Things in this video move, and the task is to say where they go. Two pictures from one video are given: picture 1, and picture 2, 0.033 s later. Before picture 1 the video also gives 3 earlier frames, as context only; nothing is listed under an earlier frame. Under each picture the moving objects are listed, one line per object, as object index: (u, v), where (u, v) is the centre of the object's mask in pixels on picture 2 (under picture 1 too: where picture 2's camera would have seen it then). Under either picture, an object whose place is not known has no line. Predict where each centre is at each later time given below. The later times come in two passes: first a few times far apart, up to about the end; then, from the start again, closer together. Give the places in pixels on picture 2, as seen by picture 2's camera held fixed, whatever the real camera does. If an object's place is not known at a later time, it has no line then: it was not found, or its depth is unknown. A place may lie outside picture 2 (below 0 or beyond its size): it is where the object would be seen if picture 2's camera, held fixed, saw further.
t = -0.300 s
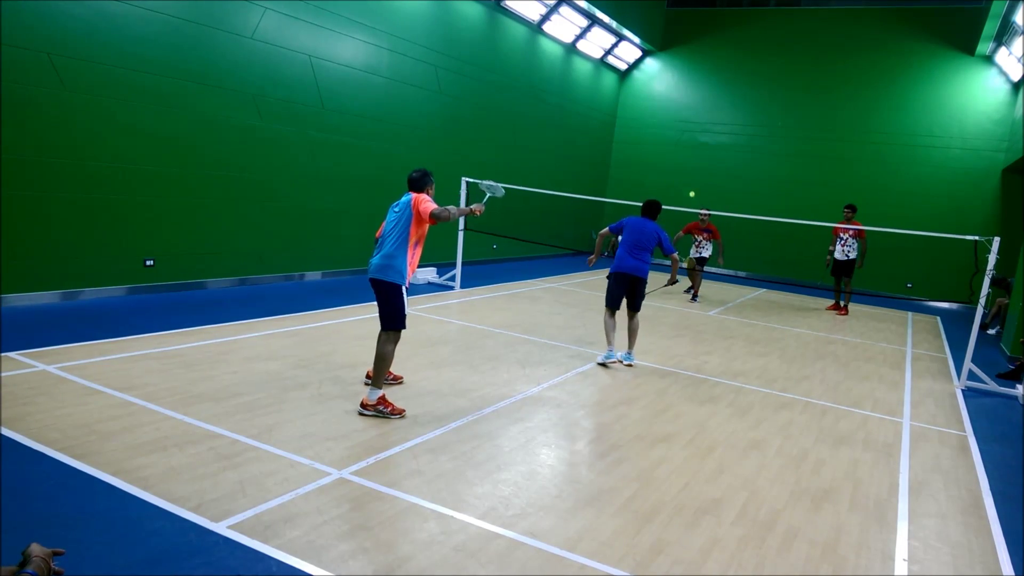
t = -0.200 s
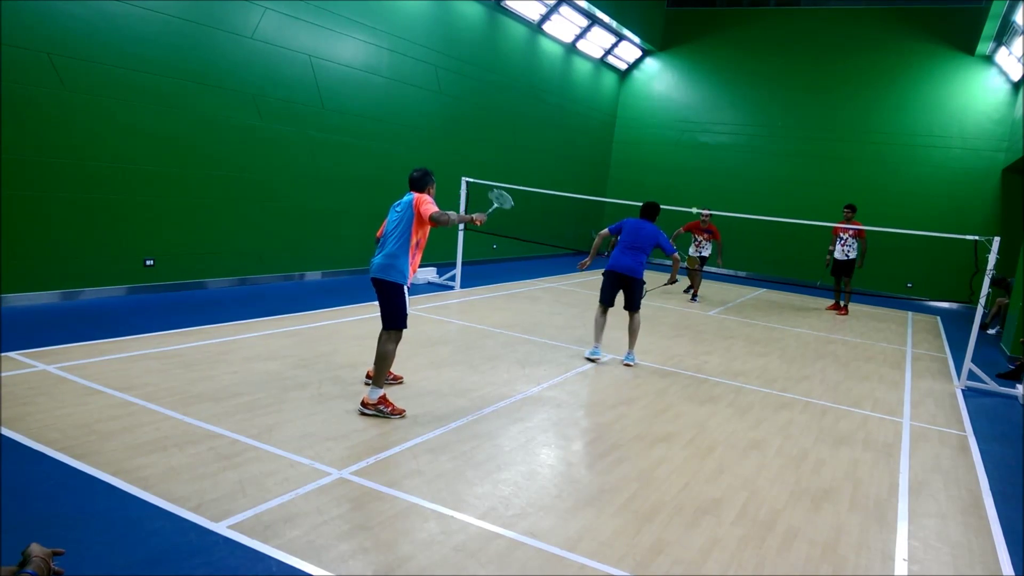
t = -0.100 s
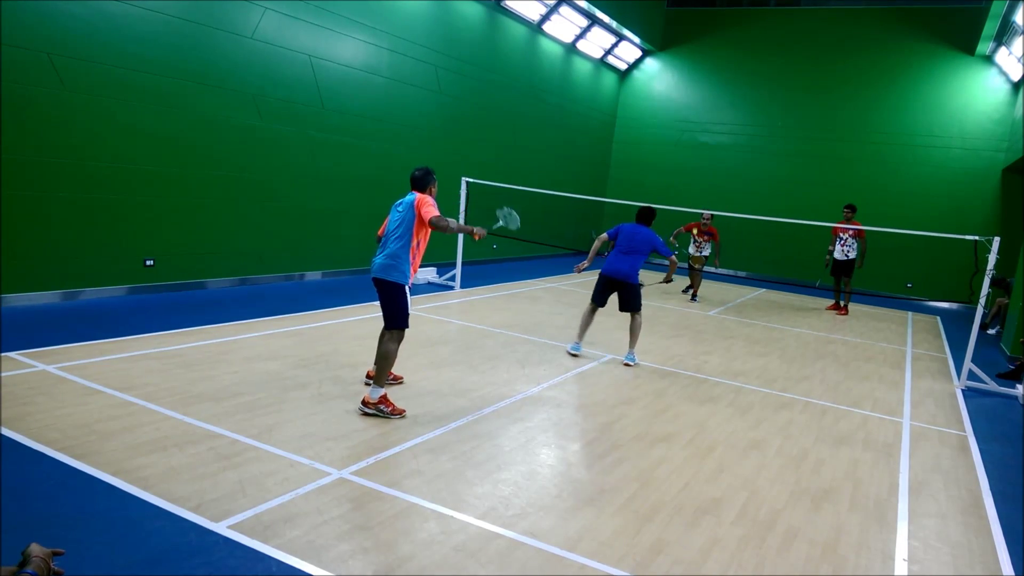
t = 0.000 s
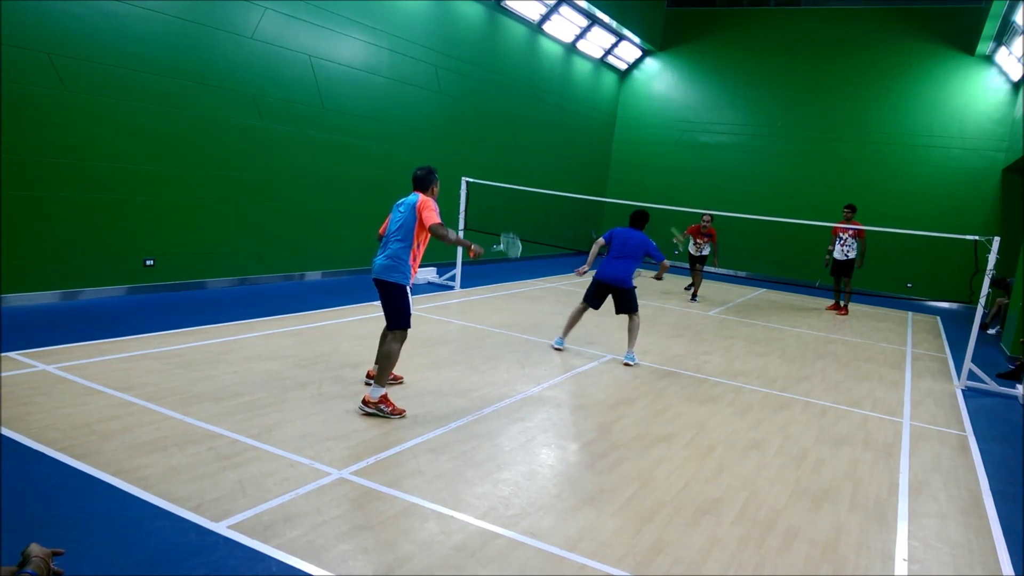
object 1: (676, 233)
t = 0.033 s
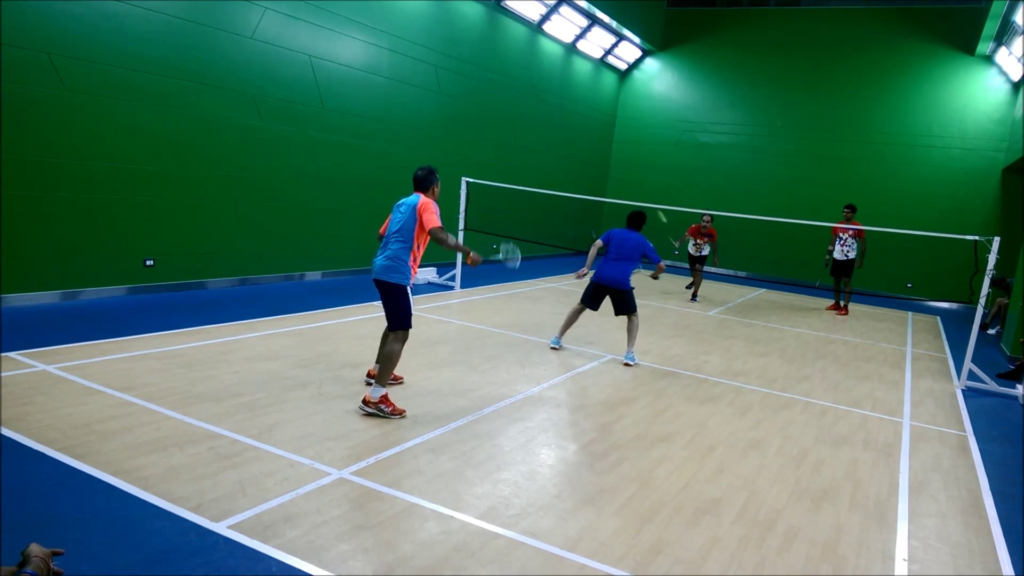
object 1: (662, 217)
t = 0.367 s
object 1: (519, 126)
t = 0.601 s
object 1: (427, 125)
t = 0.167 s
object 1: (602, 167)
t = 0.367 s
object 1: (519, 126)
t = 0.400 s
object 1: (506, 123)
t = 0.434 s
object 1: (492, 121)
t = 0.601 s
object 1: (427, 125)
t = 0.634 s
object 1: (414, 128)
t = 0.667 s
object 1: (401, 133)
